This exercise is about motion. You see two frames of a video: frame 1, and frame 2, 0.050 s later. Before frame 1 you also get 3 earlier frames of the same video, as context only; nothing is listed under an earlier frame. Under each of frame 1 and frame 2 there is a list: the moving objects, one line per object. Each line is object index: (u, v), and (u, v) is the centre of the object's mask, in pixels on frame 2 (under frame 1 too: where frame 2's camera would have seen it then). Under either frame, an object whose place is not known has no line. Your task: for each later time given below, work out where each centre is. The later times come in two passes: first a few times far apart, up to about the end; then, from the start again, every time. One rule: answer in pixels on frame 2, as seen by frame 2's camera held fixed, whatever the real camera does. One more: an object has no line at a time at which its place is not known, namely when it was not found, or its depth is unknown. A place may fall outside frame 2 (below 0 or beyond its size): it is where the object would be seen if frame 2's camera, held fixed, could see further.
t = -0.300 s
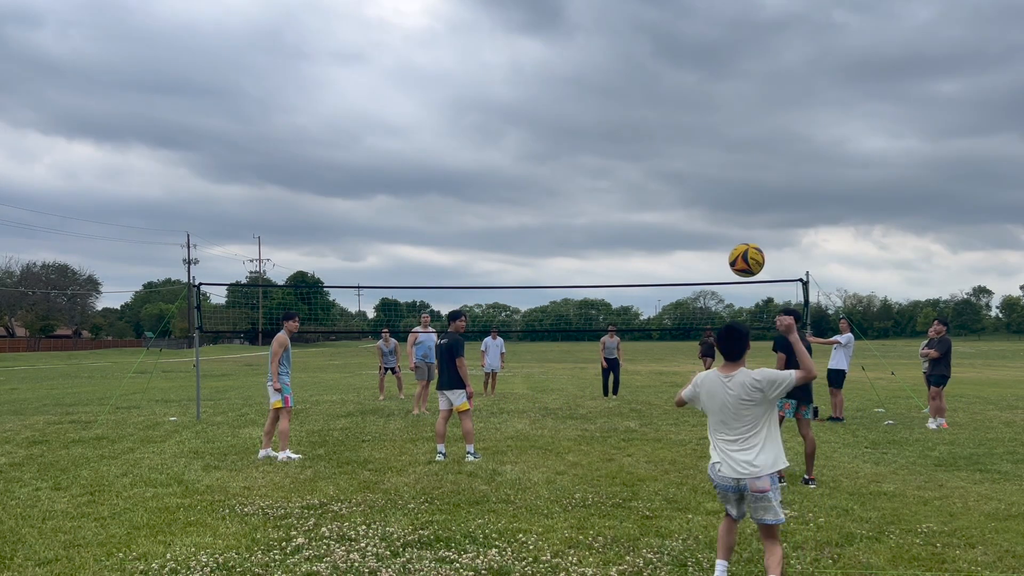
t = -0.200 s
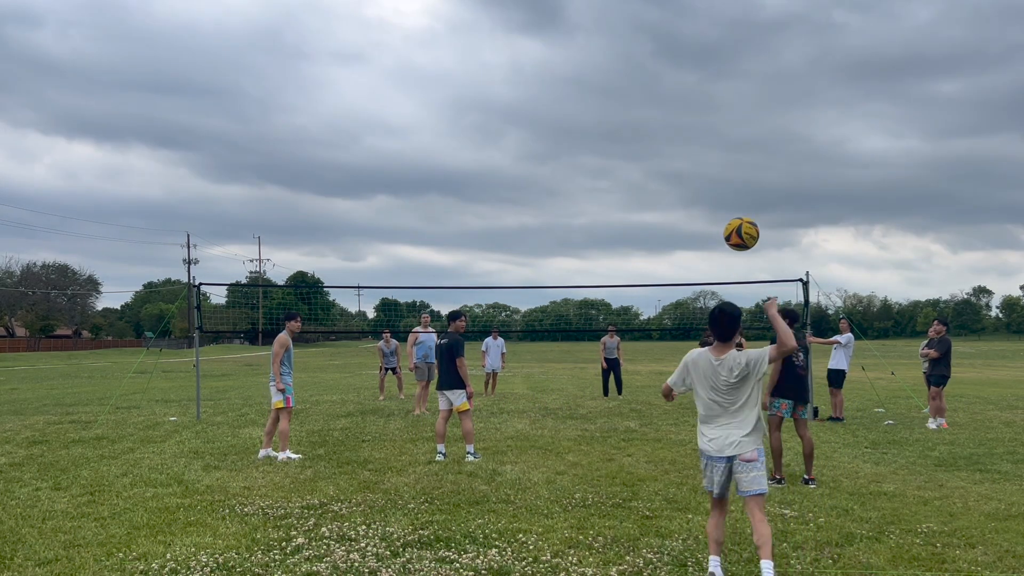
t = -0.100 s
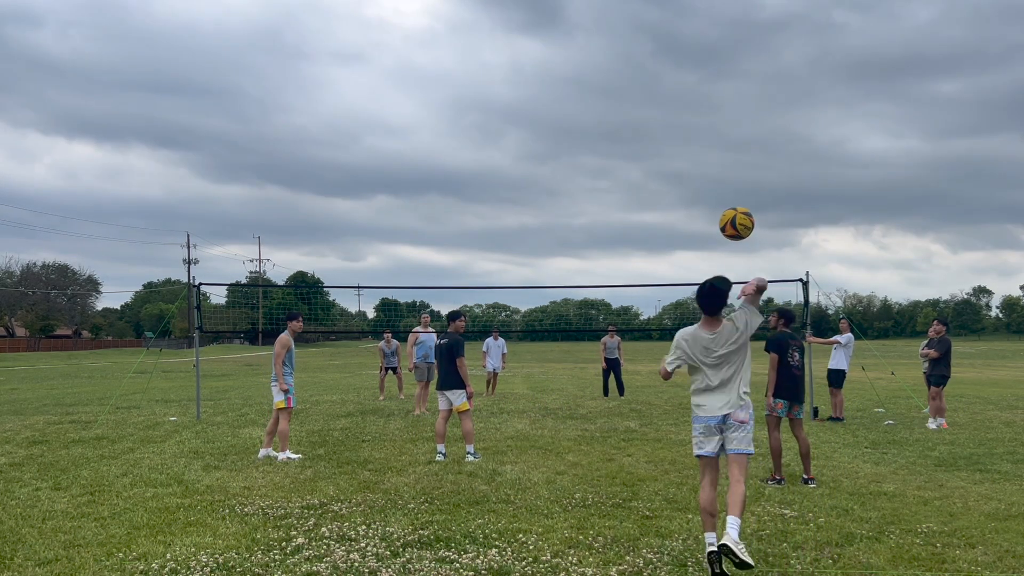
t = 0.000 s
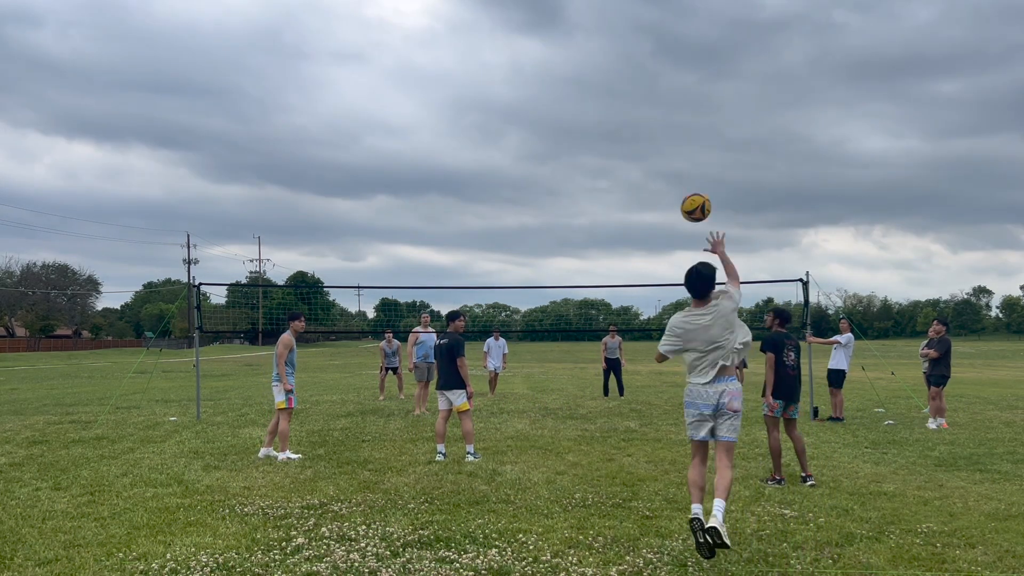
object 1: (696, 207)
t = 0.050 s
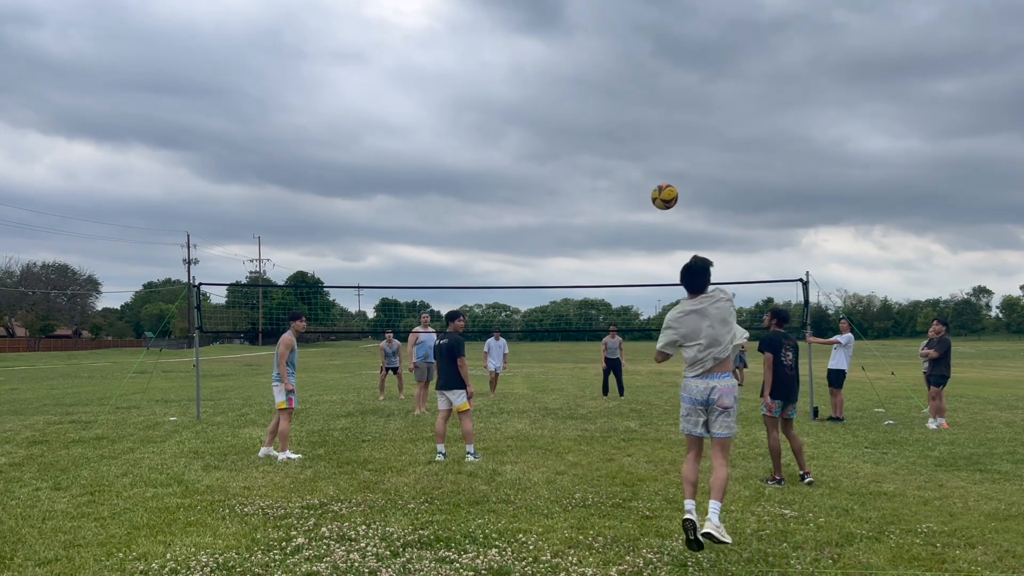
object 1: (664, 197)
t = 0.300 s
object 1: (572, 190)
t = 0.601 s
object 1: (521, 228)
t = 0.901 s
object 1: (495, 285)
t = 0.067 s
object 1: (656, 194)
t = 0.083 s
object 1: (647, 192)
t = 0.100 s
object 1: (639, 190)
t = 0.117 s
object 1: (632, 189)
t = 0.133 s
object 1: (625, 188)
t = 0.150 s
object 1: (618, 187)
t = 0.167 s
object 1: (612, 186)
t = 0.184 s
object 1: (606, 186)
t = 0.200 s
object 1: (600, 186)
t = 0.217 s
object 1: (595, 186)
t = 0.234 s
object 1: (590, 187)
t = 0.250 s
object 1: (585, 187)
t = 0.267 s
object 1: (581, 188)
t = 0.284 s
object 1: (576, 189)
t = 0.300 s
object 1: (572, 190)
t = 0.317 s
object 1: (568, 191)
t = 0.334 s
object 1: (564, 193)
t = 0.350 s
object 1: (561, 194)
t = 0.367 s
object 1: (557, 196)
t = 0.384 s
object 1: (554, 198)
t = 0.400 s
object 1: (551, 200)
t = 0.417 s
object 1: (548, 202)
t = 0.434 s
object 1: (545, 204)
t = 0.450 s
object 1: (542, 206)
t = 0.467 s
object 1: (539, 208)
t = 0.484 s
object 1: (537, 211)
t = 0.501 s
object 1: (534, 213)
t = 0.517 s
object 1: (531, 216)
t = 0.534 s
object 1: (529, 218)
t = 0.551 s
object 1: (527, 220)
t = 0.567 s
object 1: (525, 223)
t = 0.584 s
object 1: (523, 226)
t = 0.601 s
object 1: (521, 228)
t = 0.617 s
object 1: (519, 231)
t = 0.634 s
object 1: (517, 234)
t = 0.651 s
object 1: (515, 237)
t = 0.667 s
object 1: (514, 240)
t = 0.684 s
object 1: (512, 243)
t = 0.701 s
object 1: (510, 246)
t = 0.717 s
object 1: (509, 249)
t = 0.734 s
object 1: (507, 253)
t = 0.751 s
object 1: (506, 256)
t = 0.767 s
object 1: (504, 259)
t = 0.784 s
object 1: (503, 262)
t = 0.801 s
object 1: (501, 265)
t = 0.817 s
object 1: (500, 269)
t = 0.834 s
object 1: (499, 272)
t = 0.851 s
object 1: (498, 275)
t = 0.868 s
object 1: (497, 279)
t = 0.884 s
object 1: (496, 282)
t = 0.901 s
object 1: (495, 285)
